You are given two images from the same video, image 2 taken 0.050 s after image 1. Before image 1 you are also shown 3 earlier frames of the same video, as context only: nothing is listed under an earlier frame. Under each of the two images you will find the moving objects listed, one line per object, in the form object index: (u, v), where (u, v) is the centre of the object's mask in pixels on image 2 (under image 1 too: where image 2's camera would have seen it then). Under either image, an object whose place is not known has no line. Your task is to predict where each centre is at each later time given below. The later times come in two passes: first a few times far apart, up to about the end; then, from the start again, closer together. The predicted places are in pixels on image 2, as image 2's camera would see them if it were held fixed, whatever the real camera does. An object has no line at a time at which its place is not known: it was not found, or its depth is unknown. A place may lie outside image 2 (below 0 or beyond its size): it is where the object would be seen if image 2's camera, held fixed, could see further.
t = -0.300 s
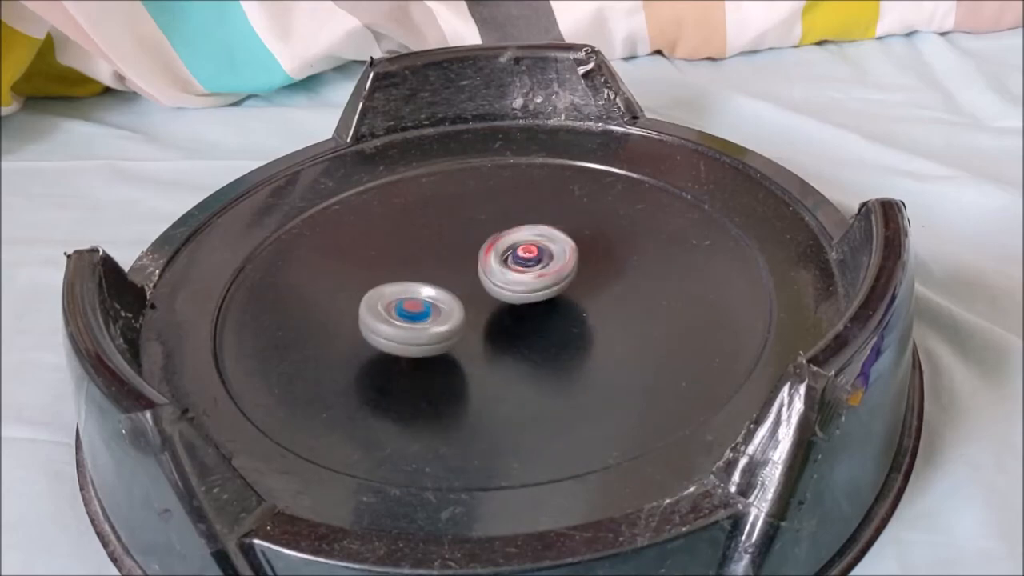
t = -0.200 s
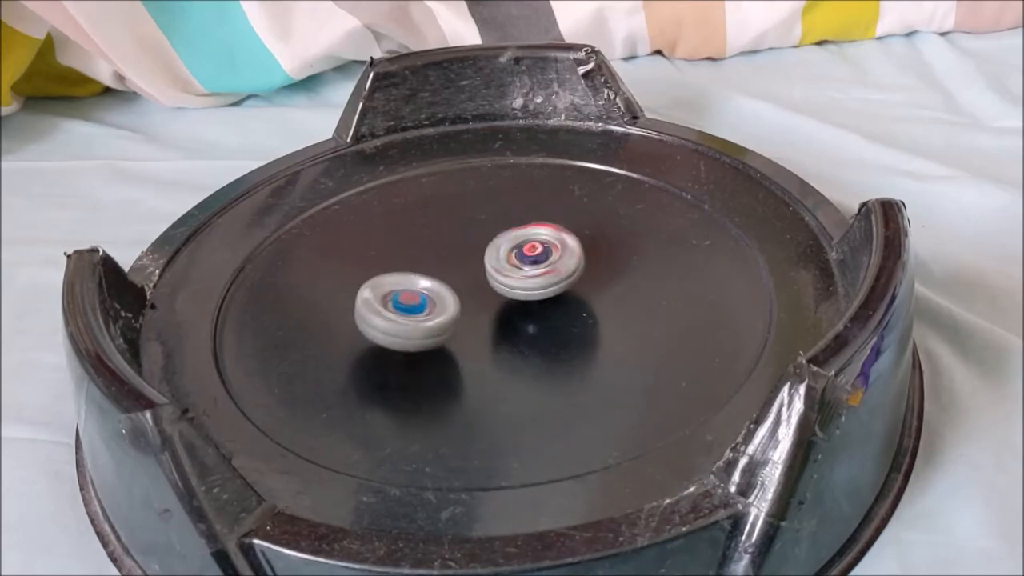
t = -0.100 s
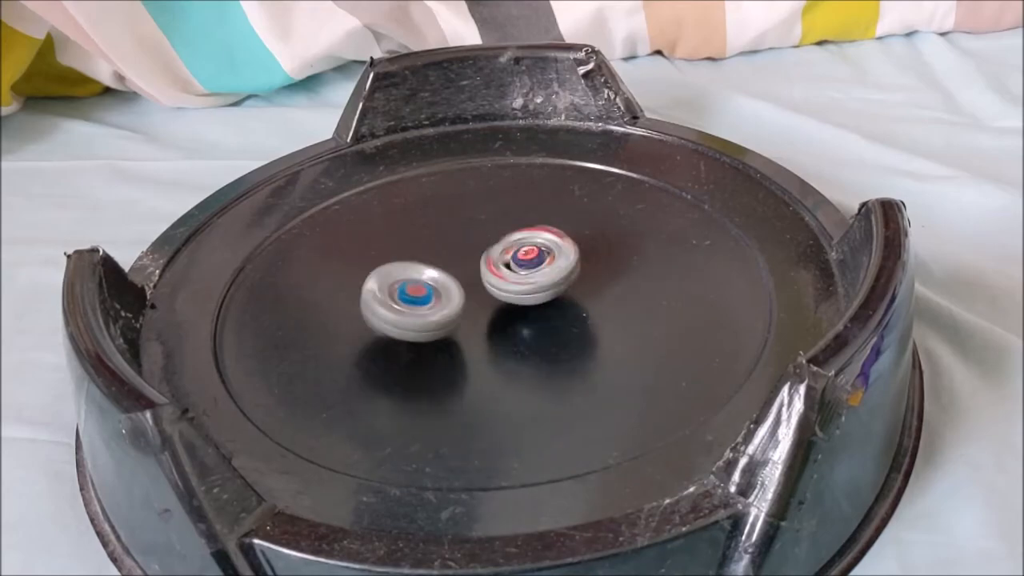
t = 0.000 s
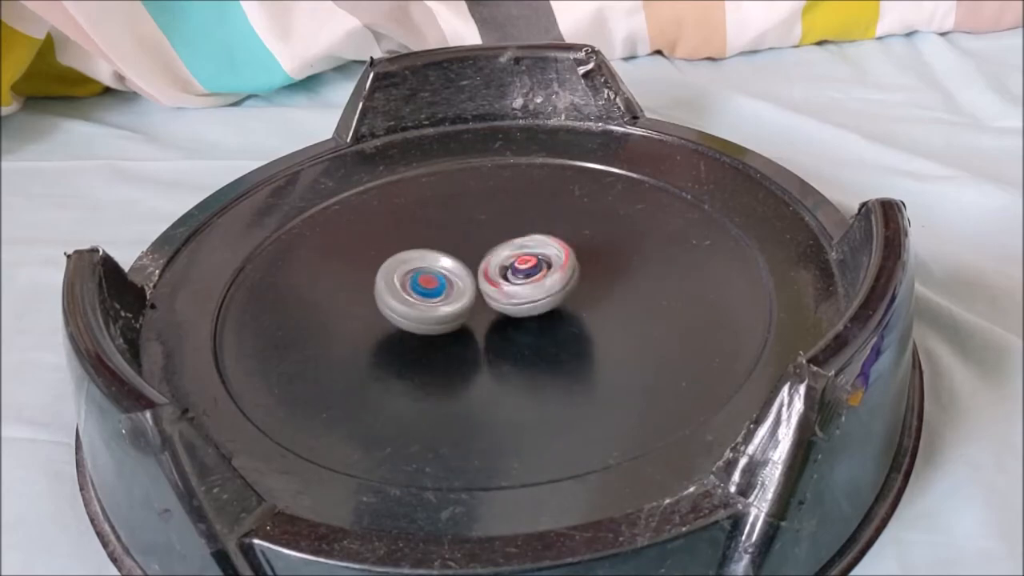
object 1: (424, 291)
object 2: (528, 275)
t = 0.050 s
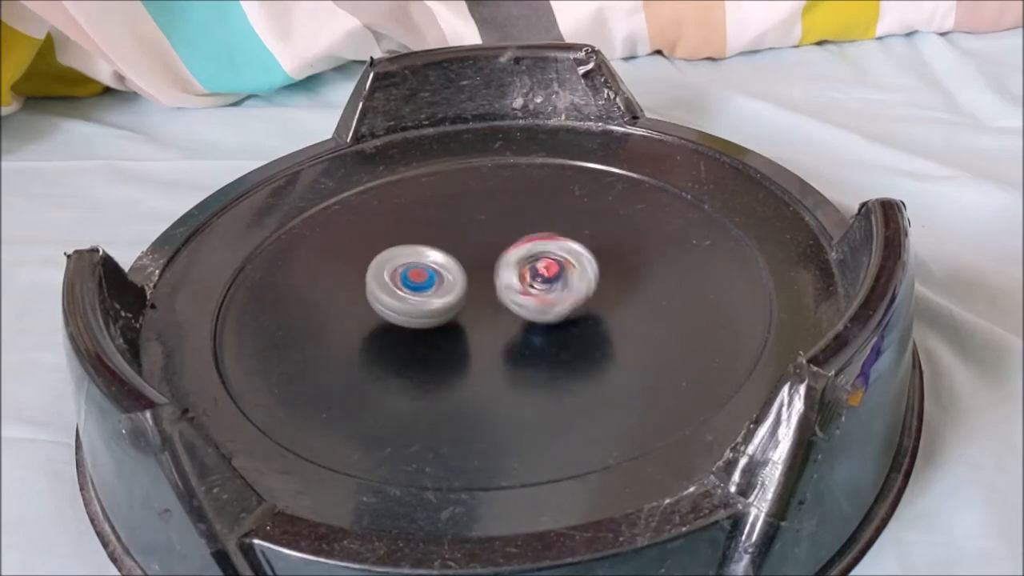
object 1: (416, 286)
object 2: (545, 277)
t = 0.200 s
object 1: (434, 274)
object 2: (559, 298)
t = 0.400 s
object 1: (472, 261)
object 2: (540, 313)
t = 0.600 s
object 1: (511, 243)
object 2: (467, 326)
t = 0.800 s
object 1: (541, 246)
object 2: (454, 340)
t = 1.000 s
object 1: (556, 266)
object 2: (468, 335)
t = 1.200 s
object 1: (574, 274)
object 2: (478, 336)
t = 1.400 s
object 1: (554, 285)
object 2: (476, 334)
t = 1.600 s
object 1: (540, 279)
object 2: (451, 327)
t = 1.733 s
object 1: (519, 276)
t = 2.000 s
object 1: (482, 266)
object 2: (469, 333)
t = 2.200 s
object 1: (467, 260)
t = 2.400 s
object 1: (462, 259)
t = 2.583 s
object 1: (469, 265)
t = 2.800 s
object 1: (485, 271)
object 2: (464, 338)
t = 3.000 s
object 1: (500, 278)
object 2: (469, 343)
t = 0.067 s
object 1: (416, 284)
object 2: (550, 281)
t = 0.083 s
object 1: (418, 282)
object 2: (553, 284)
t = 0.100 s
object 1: (420, 282)
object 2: (555, 288)
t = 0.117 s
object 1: (422, 280)
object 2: (556, 291)
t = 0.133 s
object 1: (425, 279)
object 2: (557, 293)
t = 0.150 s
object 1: (426, 278)
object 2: (557, 295)
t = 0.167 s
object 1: (429, 276)
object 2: (558, 296)
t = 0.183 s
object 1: (432, 275)
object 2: (558, 297)
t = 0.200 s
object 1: (434, 274)
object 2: (559, 298)
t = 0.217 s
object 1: (438, 273)
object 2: (560, 298)
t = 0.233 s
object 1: (441, 272)
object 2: (562, 300)
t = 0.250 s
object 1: (443, 271)
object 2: (562, 302)
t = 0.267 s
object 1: (448, 270)
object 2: (562, 304)
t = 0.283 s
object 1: (450, 270)
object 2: (560, 306)
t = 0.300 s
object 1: (453, 268)
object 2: (559, 307)
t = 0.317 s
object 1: (458, 268)
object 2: (555, 307)
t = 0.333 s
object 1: (460, 267)
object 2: (553, 308)
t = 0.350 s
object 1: (464, 266)
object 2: (549, 309)
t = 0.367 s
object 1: (467, 265)
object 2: (545, 309)
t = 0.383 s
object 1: (469, 263)
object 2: (543, 310)
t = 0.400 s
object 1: (472, 261)
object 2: (540, 313)
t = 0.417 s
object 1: (475, 259)
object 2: (536, 314)
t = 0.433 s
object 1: (478, 258)
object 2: (533, 314)
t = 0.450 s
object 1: (482, 256)
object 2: (528, 313)
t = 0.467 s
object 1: (484, 254)
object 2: (522, 313)
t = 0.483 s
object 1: (489, 252)
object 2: (514, 315)
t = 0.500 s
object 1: (493, 249)
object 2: (509, 317)
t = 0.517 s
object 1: (496, 247)
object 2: (503, 319)
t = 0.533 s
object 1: (500, 245)
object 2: (496, 320)
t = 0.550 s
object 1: (503, 243)
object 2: (487, 320)
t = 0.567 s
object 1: (505, 242)
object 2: (479, 320)
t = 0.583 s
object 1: (509, 243)
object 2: (472, 324)
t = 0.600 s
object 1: (511, 243)
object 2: (467, 326)
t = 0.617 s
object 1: (514, 242)
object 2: (463, 328)
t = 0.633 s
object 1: (518, 242)
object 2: (461, 329)
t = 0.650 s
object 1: (519, 243)
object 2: (459, 331)
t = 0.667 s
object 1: (523, 242)
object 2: (457, 332)
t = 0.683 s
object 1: (526, 242)
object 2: (456, 333)
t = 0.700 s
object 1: (527, 243)
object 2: (455, 335)
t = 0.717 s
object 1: (531, 243)
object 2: (455, 336)
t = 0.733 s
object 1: (533, 244)
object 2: (456, 337)
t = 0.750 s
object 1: (535, 244)
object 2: (455, 338)
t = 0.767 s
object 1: (538, 245)
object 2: (455, 339)
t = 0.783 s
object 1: (540, 246)
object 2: (454, 339)
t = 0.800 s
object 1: (541, 246)
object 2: (454, 340)
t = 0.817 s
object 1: (544, 247)
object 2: (455, 340)
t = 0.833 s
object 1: (545, 249)
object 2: (456, 340)
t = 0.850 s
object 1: (547, 250)
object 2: (457, 340)
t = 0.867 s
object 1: (549, 251)
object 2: (458, 340)
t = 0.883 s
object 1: (550, 253)
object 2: (459, 339)
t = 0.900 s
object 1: (552, 254)
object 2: (460, 339)
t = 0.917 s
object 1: (553, 256)
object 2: (461, 339)
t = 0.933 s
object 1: (554, 258)
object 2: (462, 338)
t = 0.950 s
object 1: (556, 259)
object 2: (463, 338)
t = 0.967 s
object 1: (556, 262)
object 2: (464, 337)
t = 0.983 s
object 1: (556, 264)
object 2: (466, 336)
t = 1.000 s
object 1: (556, 266)
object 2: (468, 335)
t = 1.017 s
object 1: (556, 268)
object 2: (470, 333)
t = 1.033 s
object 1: (555, 270)
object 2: (472, 331)
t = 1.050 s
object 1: (555, 272)
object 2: (475, 330)
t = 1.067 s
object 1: (554, 274)
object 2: (477, 330)
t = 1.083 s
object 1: (553, 275)
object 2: (479, 330)
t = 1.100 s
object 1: (553, 277)
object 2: (481, 329)
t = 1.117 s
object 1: (555, 277)
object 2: (480, 330)
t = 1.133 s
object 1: (562, 275)
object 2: (475, 331)
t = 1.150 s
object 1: (567, 274)
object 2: (472, 333)
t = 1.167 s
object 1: (570, 275)
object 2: (472, 333)
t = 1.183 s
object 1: (572, 274)
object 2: (475, 335)
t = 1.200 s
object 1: (574, 274)
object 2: (478, 336)
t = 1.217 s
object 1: (573, 276)
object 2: (480, 337)
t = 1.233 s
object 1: (573, 276)
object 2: (481, 337)
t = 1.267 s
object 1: (572, 278)
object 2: (481, 337)
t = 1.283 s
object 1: (569, 280)
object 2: (481, 338)
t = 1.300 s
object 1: (568, 280)
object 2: (480, 337)
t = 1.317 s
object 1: (565, 281)
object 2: (480, 337)
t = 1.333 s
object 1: (562, 283)
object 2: (479, 337)
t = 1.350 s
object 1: (561, 282)
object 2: (478, 337)
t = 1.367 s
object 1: (559, 284)
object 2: (477, 336)
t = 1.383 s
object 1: (556, 285)
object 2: (477, 335)
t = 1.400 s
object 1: (554, 285)
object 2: (476, 334)
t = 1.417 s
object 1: (551, 287)
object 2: (475, 332)
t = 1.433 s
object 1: (548, 288)
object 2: (474, 331)
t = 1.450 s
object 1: (546, 287)
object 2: (472, 330)
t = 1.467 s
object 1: (544, 288)
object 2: (470, 330)
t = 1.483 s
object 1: (543, 286)
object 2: (465, 331)
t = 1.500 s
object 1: (545, 285)
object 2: (459, 334)
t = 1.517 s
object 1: (546, 282)
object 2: (458, 334)
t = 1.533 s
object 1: (545, 282)
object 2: (457, 334)
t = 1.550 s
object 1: (546, 280)
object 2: (456, 331)
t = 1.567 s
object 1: (545, 280)
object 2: (455, 328)
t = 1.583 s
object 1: (542, 280)
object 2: (454, 327)
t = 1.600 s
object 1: (540, 279)
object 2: (451, 327)
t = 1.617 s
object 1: (538, 279)
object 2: (451, 326)
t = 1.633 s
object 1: (534, 279)
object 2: (451, 327)
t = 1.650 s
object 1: (531, 278)
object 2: (451, 327)
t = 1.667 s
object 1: (530, 278)
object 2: (450, 326)
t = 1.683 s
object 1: (527, 278)
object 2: (450, 326)
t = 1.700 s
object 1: (524, 277)
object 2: (451, 326)
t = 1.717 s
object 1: (522, 276)
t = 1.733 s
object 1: (519, 276)
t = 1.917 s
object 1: (492, 269)
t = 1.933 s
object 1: (491, 269)
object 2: (466, 331)
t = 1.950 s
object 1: (488, 269)
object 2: (467, 332)
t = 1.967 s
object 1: (486, 267)
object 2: (468, 332)
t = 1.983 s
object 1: (485, 267)
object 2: (468, 332)
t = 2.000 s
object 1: (482, 266)
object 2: (469, 333)
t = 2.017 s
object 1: (481, 265)
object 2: (469, 333)
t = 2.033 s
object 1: (480, 265)
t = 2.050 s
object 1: (477, 264)
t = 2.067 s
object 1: (476, 263)
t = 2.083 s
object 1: (475, 263)
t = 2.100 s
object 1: (473, 262)
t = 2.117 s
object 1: (472, 261)
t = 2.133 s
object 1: (471, 261)
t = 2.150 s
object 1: (470, 261)
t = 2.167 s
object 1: (468, 260)
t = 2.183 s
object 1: (468, 259)
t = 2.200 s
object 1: (467, 260)
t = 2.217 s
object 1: (465, 259)
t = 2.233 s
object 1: (465, 258)
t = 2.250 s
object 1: (464, 259)
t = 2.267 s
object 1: (463, 258)
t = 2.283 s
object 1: (463, 257)
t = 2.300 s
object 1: (463, 258)
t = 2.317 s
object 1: (461, 258)
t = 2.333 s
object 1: (462, 258)
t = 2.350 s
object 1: (462, 258)
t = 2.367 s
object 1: (461, 258)
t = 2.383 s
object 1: (461, 258)
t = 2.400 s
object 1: (462, 259)
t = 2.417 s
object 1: (461, 260)
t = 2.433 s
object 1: (462, 259)
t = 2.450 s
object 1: (463, 260)
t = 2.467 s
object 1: (463, 261)
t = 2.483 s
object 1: (464, 261)
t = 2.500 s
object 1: (465, 261)
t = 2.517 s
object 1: (466, 263)
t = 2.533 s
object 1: (466, 263)
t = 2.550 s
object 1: (468, 263)
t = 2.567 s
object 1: (469, 265)
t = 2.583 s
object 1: (469, 265)
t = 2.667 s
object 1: (475, 266)
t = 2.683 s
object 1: (475, 267)
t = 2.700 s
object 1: (477, 268)
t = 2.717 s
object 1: (478, 269)
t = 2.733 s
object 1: (479, 270)
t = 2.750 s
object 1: (480, 270)
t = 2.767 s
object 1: (482, 271)
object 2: (464, 336)
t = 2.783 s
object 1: (483, 272)
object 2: (464, 337)
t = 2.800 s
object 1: (485, 271)
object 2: (464, 338)
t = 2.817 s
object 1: (487, 272)
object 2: (464, 339)
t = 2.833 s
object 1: (488, 273)
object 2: (464, 340)
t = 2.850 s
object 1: (489, 273)
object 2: (464, 341)
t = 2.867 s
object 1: (491, 273)
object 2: (464, 341)
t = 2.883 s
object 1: (492, 274)
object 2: (465, 341)
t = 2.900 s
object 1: (492, 275)
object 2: (466, 341)
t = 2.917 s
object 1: (494, 275)
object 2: (467, 340)
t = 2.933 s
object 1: (496, 276)
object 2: (468, 340)
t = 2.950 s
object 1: (496, 277)
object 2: (469, 341)
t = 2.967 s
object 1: (497, 276)
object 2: (469, 341)
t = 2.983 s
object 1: (499, 277)
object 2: (469, 342)
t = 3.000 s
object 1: (500, 278)
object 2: (469, 343)
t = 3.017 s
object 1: (502, 278)
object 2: (469, 345)
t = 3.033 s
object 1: (505, 277)
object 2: (468, 346)
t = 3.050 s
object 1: (507, 278)
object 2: (469, 346)
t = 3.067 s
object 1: (508, 278)
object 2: (470, 346)
